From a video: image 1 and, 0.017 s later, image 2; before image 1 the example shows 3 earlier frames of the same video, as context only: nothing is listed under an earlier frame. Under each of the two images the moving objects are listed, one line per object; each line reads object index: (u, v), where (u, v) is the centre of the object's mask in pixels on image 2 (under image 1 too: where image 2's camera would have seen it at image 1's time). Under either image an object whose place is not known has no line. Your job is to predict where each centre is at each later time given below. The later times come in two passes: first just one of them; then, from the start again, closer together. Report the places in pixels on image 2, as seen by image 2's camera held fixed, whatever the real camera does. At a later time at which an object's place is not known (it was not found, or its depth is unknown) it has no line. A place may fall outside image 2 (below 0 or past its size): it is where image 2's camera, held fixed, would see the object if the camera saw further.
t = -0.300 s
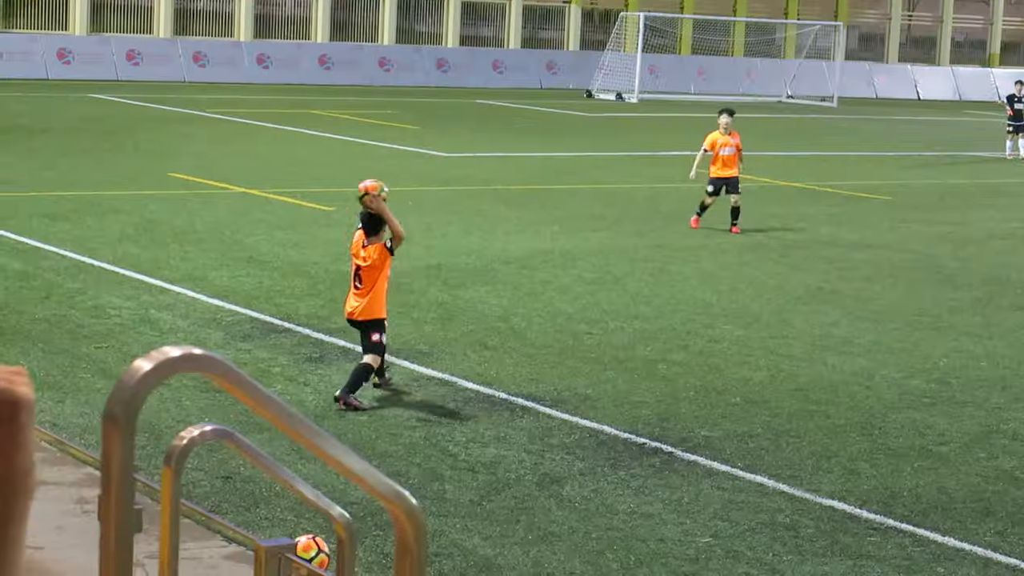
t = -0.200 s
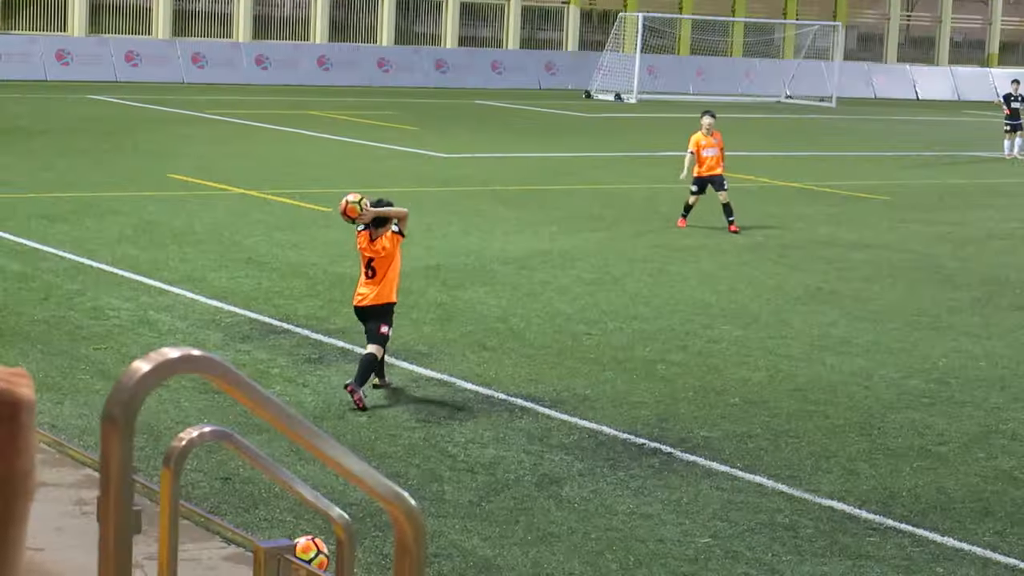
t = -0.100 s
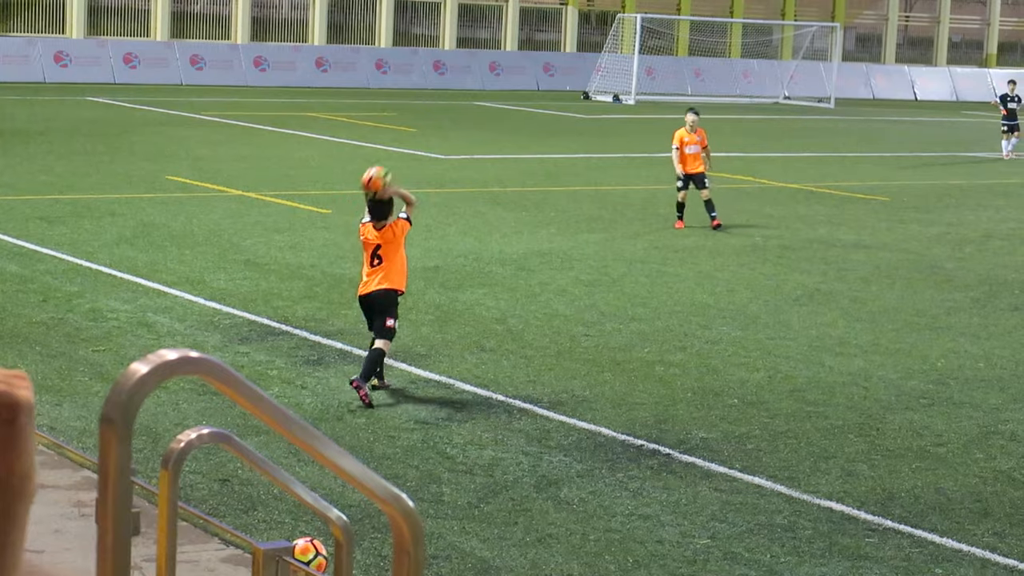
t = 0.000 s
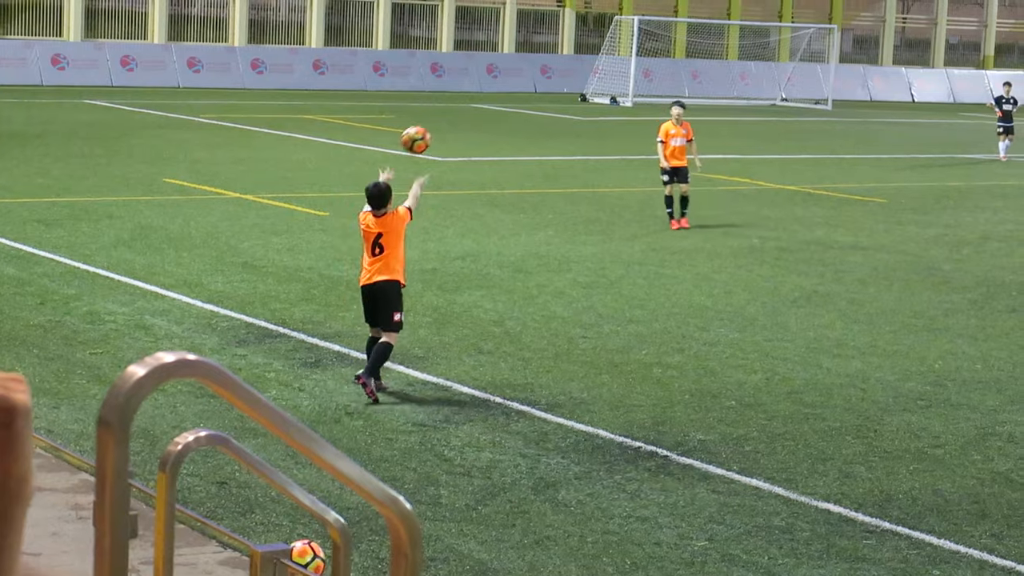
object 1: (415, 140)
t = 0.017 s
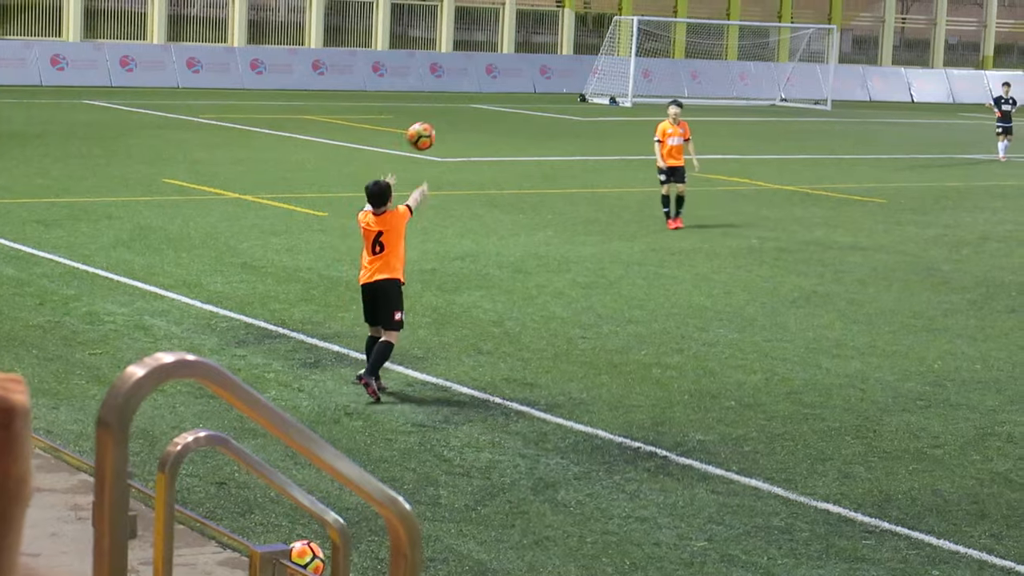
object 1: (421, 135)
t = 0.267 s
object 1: (485, 127)
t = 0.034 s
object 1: (427, 132)
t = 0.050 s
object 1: (432, 129)
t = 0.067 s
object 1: (437, 127)
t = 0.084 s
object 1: (442, 125)
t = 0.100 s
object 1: (446, 123)
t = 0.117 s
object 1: (451, 122)
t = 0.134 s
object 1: (455, 120)
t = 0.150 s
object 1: (459, 121)
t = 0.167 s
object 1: (463, 121)
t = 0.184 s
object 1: (467, 121)
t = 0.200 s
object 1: (471, 122)
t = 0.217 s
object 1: (475, 123)
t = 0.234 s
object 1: (478, 124)
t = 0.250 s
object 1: (482, 126)
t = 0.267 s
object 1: (485, 127)
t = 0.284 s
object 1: (488, 129)
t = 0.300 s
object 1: (492, 132)
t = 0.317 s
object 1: (495, 134)
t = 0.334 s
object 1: (498, 137)
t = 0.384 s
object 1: (504, 147)
